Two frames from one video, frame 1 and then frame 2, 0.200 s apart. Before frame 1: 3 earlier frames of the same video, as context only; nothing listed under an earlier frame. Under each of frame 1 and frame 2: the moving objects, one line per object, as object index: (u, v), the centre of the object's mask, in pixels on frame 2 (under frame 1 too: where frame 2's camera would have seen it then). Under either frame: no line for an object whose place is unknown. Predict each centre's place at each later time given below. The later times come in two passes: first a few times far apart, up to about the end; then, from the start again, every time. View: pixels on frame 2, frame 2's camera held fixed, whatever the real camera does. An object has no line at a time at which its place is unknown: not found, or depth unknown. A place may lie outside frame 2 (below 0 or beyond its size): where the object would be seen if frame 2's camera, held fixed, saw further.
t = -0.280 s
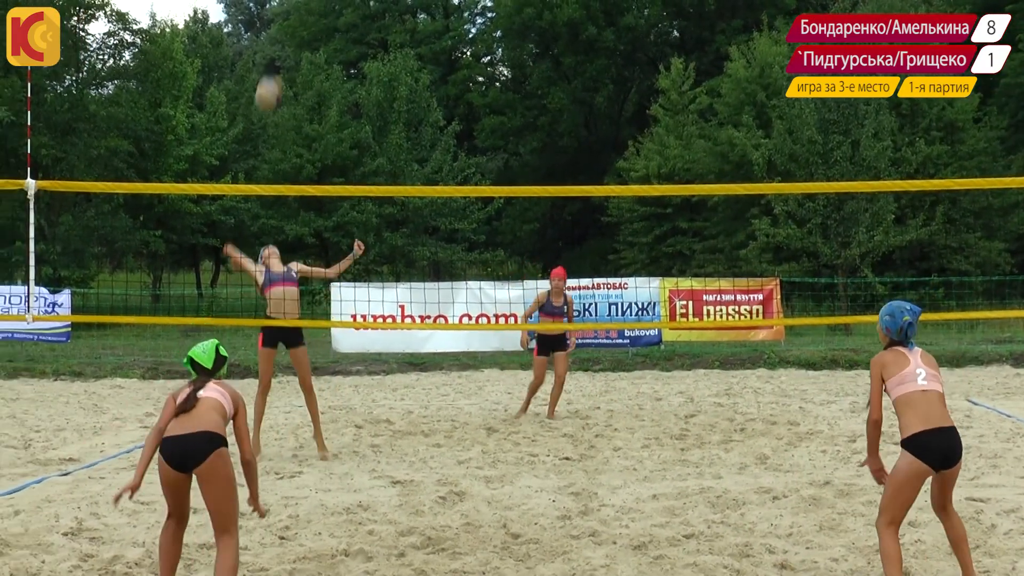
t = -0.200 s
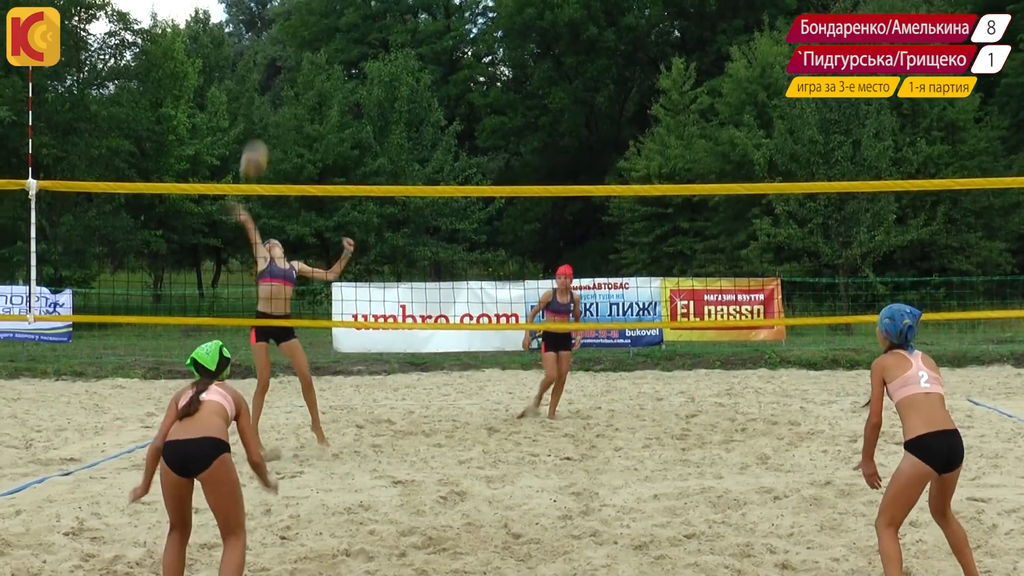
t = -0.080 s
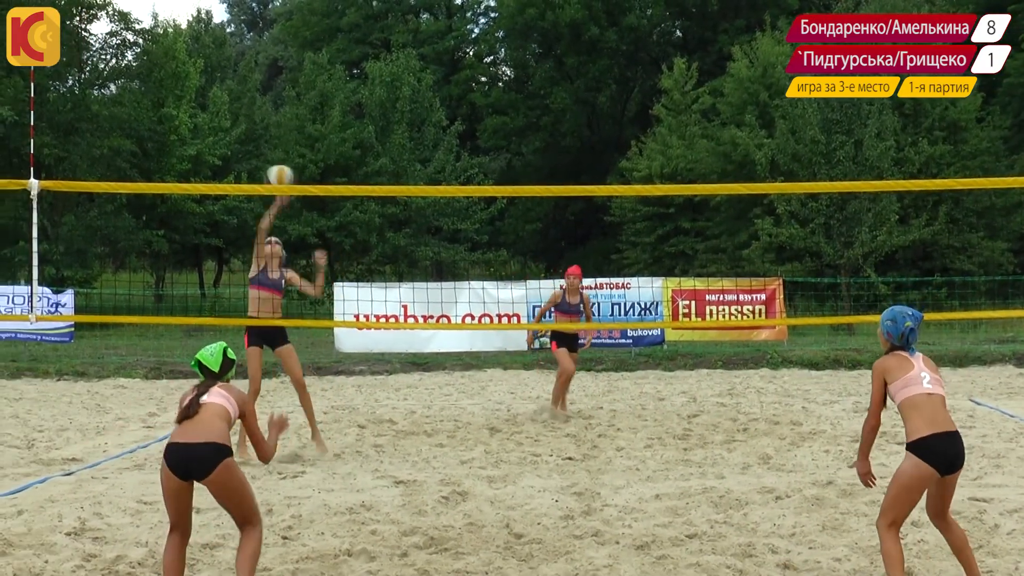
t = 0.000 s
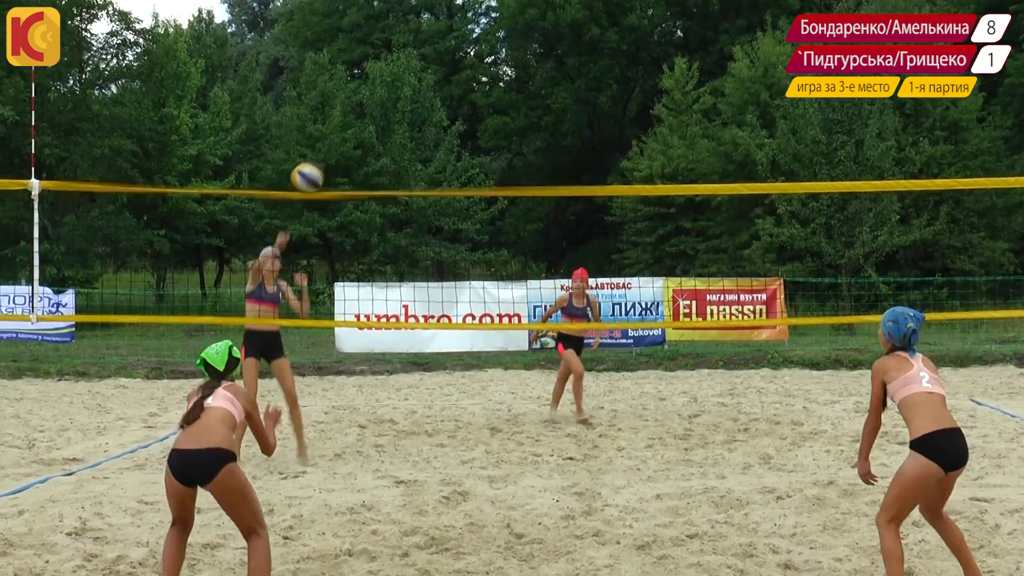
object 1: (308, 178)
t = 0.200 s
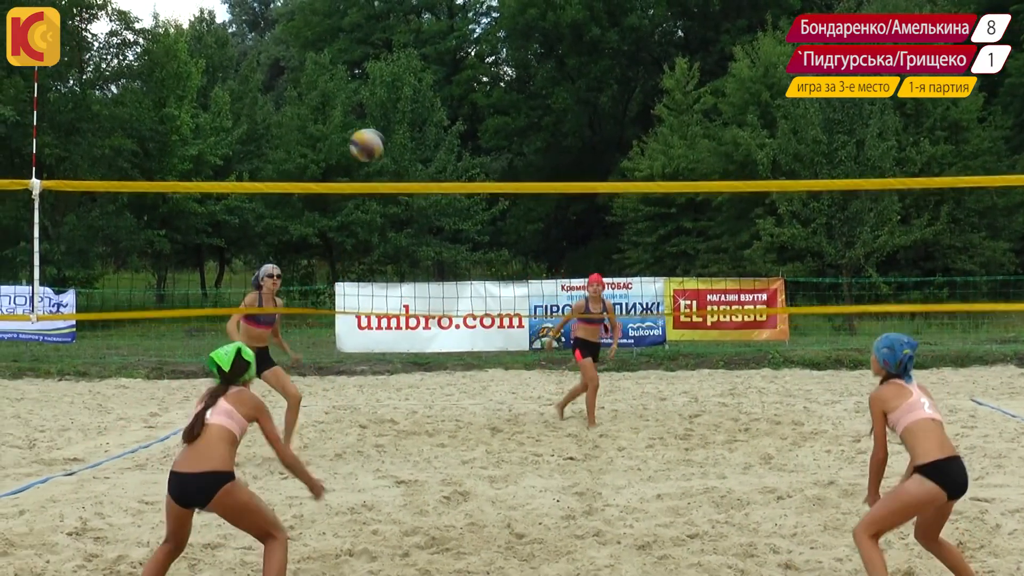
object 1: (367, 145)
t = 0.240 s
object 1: (379, 145)
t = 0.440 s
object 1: (445, 188)
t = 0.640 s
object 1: (516, 313)
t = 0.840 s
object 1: (599, 537)
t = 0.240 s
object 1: (379, 145)
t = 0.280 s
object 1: (392, 148)
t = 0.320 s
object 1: (404, 154)
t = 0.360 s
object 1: (418, 163)
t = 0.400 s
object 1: (431, 174)
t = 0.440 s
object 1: (445, 188)
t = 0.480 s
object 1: (459, 206)
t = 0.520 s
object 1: (473, 227)
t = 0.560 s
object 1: (487, 252)
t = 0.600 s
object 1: (501, 276)
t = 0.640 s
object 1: (516, 313)
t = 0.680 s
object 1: (532, 350)
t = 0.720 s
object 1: (547, 386)
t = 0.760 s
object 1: (563, 430)
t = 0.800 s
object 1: (580, 481)
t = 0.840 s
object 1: (599, 537)
